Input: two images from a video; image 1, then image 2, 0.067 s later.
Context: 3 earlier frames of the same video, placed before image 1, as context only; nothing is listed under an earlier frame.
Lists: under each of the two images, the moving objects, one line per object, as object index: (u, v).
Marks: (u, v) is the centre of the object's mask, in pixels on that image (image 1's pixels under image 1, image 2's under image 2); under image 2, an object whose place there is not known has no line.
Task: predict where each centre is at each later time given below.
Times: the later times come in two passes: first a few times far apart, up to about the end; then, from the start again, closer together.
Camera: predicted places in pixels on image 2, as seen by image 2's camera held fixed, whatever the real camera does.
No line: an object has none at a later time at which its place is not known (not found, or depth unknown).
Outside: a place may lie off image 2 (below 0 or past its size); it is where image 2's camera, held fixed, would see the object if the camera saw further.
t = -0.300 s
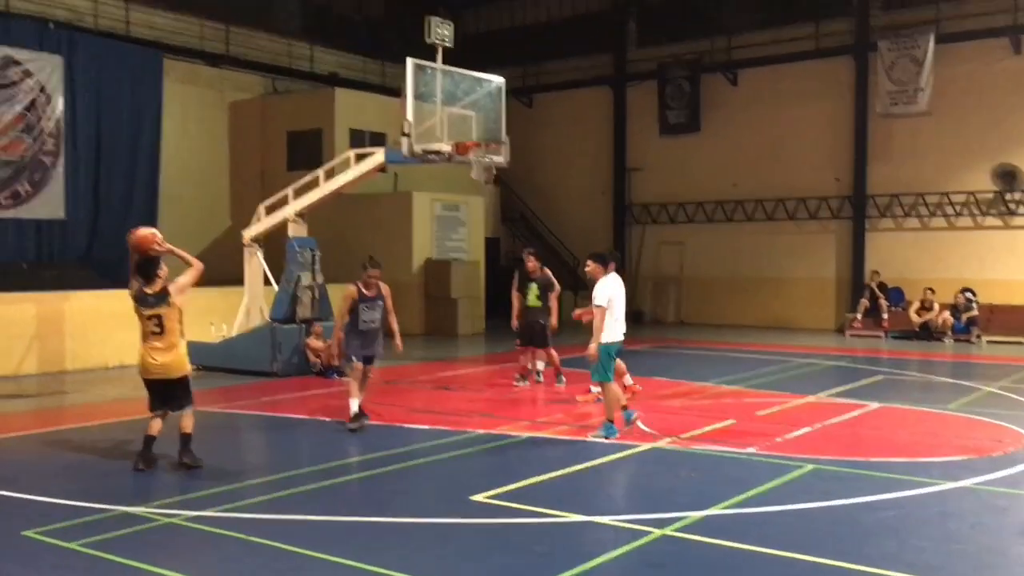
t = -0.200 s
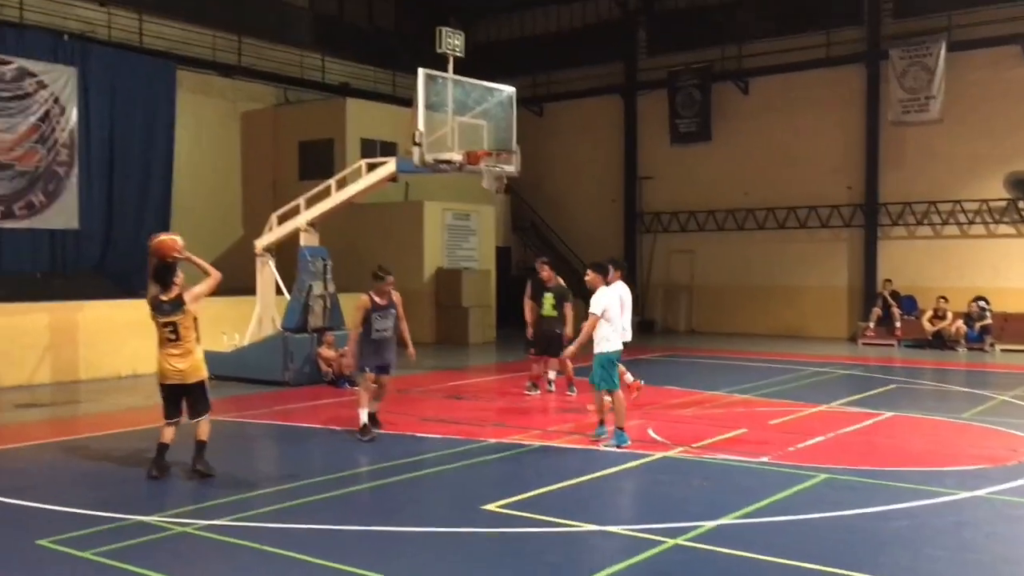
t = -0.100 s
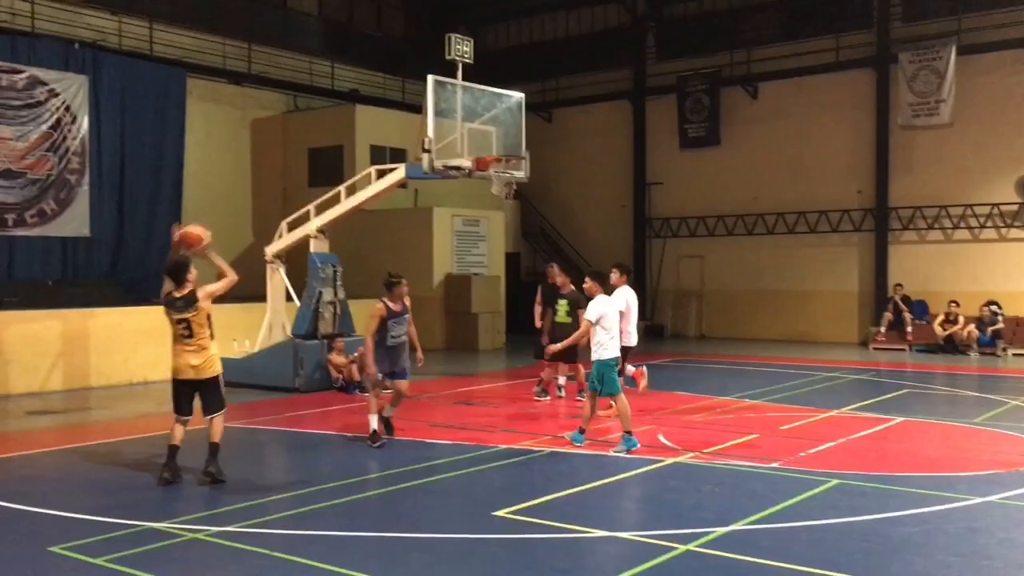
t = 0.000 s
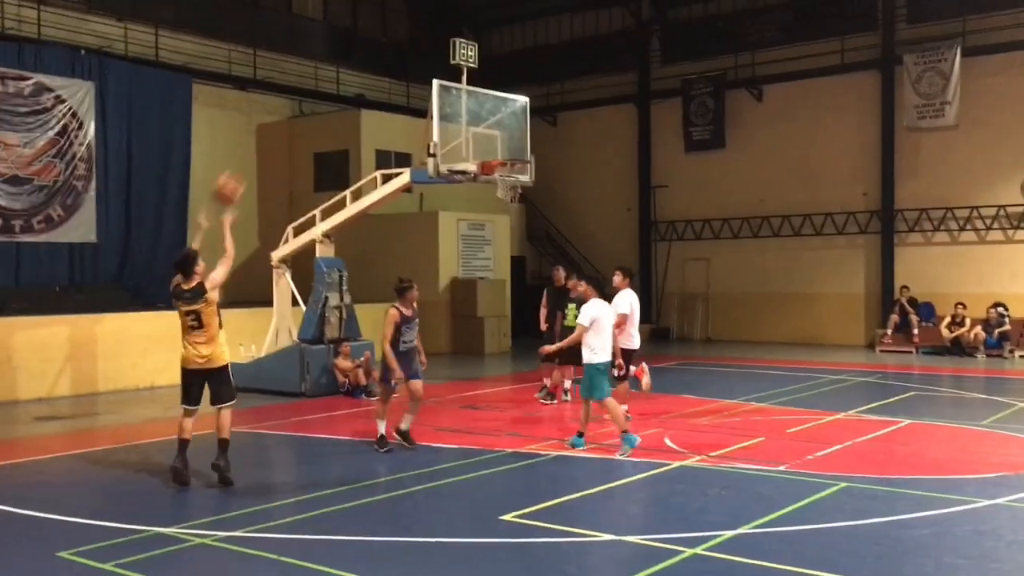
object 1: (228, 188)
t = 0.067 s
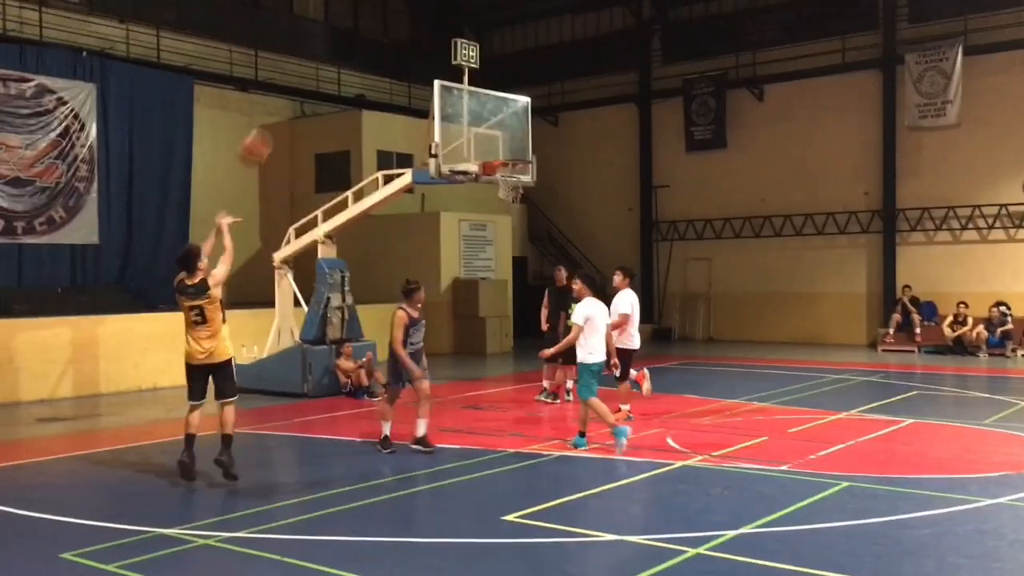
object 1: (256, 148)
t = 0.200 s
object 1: (301, 86)
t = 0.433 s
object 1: (370, 36)
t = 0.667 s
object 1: (429, 43)
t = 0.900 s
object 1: (479, 95)
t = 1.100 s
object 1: (515, 163)
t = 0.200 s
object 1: (301, 86)
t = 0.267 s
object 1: (322, 64)
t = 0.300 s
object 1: (333, 55)
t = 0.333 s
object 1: (342, 48)
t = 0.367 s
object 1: (352, 44)
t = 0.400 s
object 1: (361, 39)
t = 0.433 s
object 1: (370, 36)
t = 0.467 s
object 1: (379, 34)
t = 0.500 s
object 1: (388, 33)
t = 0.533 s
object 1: (396, 33)
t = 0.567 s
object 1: (405, 34)
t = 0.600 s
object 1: (413, 36)
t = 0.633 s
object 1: (421, 39)
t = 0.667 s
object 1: (429, 43)
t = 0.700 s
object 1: (436, 48)
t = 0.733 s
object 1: (443, 53)
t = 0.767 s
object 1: (450, 61)
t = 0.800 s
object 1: (457, 67)
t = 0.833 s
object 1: (466, 75)
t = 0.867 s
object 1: (473, 84)
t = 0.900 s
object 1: (479, 95)
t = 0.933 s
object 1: (486, 105)
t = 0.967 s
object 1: (492, 116)
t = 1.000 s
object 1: (498, 127)
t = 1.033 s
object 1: (506, 142)
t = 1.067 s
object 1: (510, 154)
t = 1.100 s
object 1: (515, 163)
